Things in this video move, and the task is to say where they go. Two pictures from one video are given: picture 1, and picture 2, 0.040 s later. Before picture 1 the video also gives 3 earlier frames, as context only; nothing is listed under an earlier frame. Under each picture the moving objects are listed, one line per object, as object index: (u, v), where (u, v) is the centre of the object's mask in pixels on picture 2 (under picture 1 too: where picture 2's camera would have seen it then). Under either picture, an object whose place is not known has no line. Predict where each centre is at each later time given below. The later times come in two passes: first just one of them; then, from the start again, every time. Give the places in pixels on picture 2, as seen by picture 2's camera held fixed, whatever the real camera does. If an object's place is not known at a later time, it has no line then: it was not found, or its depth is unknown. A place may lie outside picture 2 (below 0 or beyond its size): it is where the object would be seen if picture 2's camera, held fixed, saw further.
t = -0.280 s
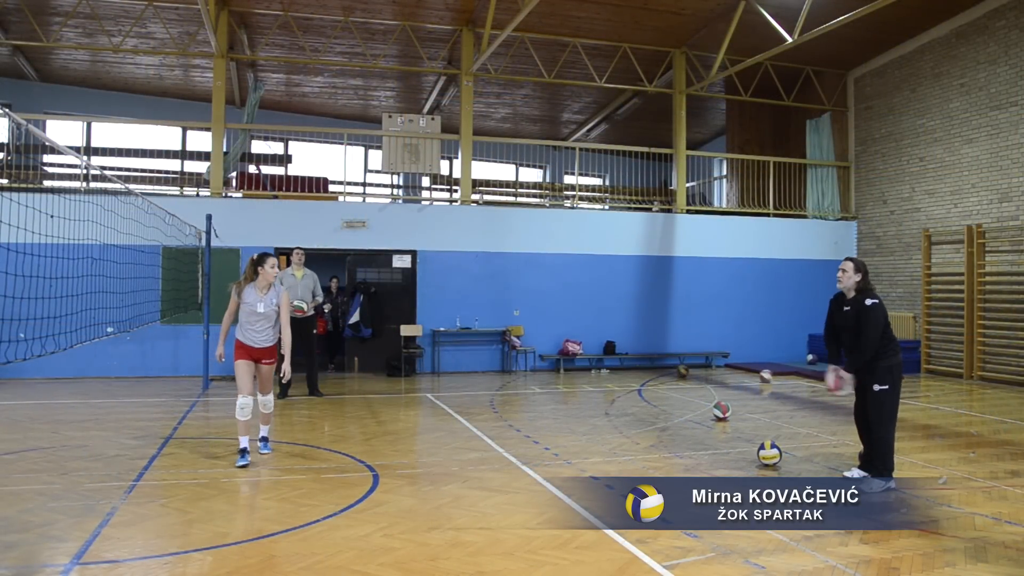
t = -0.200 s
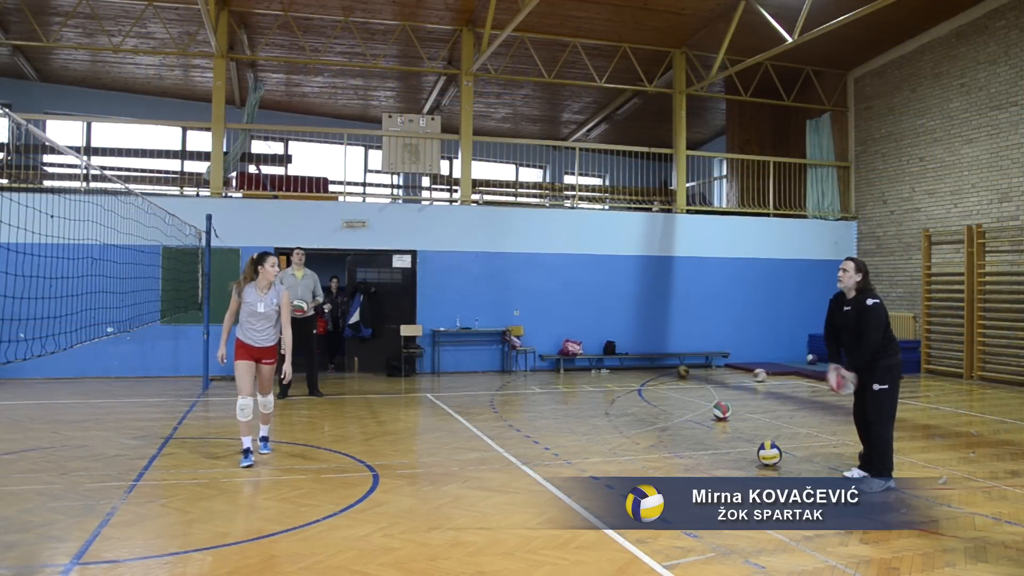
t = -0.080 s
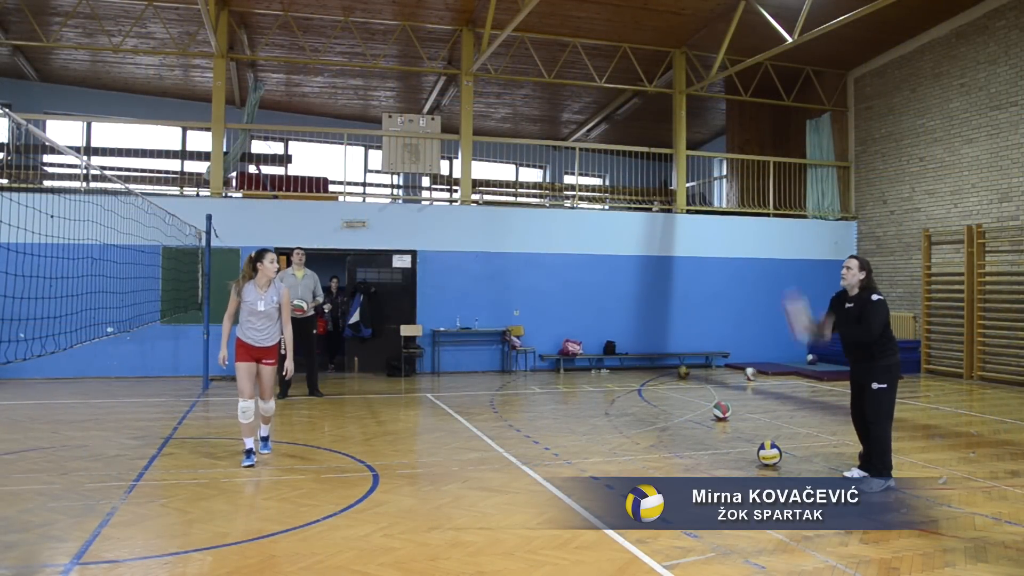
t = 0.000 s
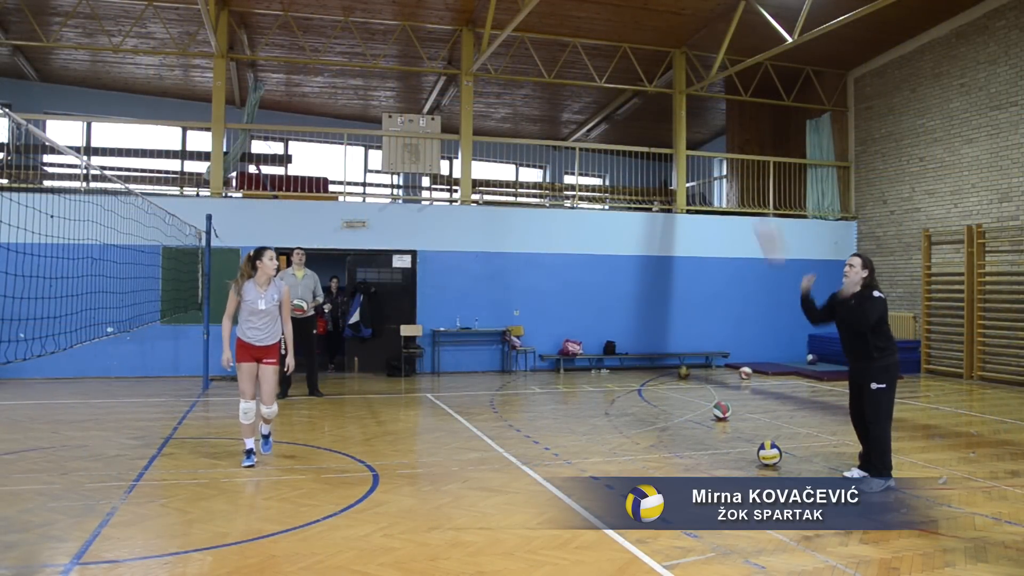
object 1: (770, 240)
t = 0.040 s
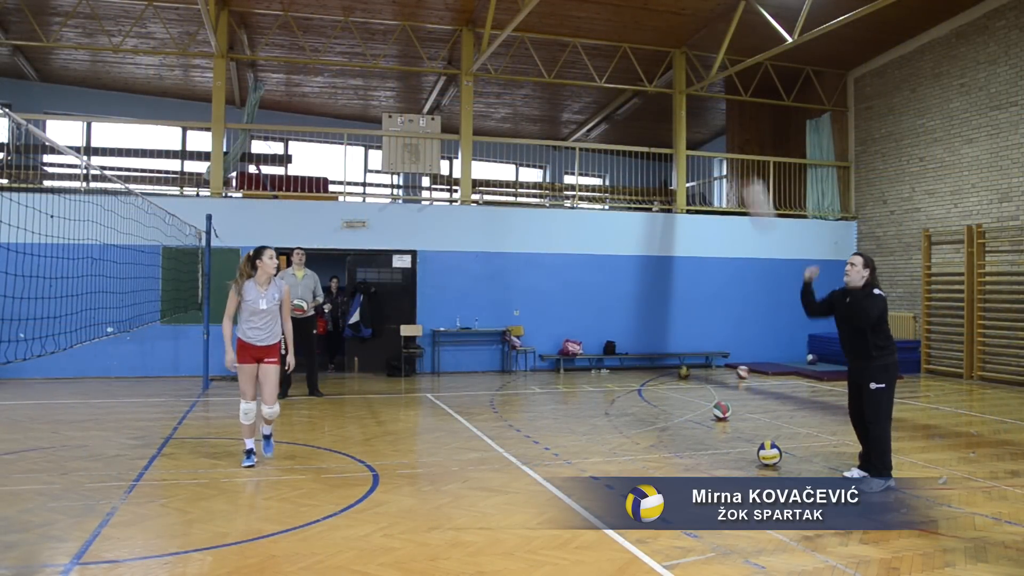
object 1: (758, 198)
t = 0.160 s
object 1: (715, 106)
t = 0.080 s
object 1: (744, 167)
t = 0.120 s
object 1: (729, 134)
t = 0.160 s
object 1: (715, 106)
